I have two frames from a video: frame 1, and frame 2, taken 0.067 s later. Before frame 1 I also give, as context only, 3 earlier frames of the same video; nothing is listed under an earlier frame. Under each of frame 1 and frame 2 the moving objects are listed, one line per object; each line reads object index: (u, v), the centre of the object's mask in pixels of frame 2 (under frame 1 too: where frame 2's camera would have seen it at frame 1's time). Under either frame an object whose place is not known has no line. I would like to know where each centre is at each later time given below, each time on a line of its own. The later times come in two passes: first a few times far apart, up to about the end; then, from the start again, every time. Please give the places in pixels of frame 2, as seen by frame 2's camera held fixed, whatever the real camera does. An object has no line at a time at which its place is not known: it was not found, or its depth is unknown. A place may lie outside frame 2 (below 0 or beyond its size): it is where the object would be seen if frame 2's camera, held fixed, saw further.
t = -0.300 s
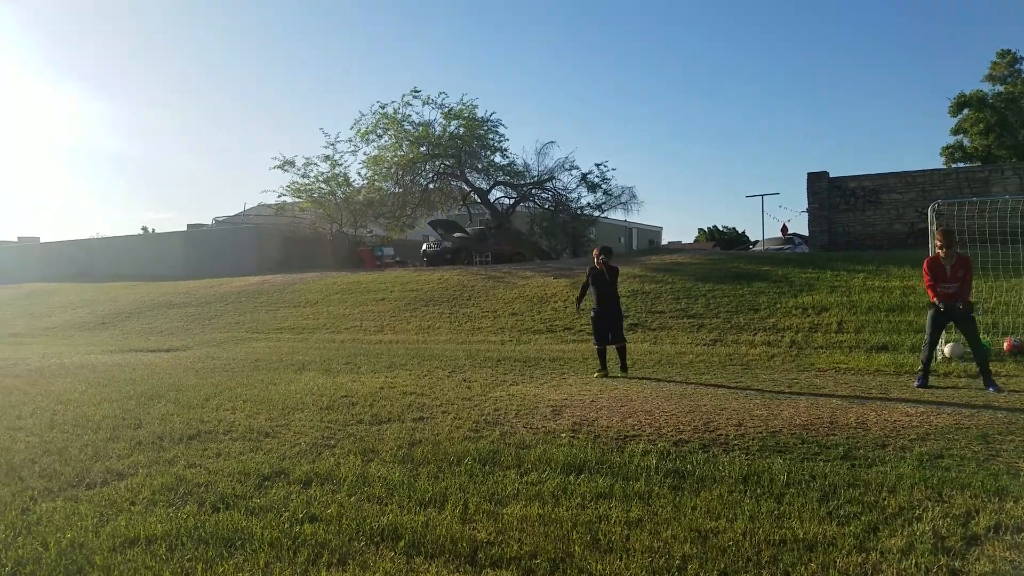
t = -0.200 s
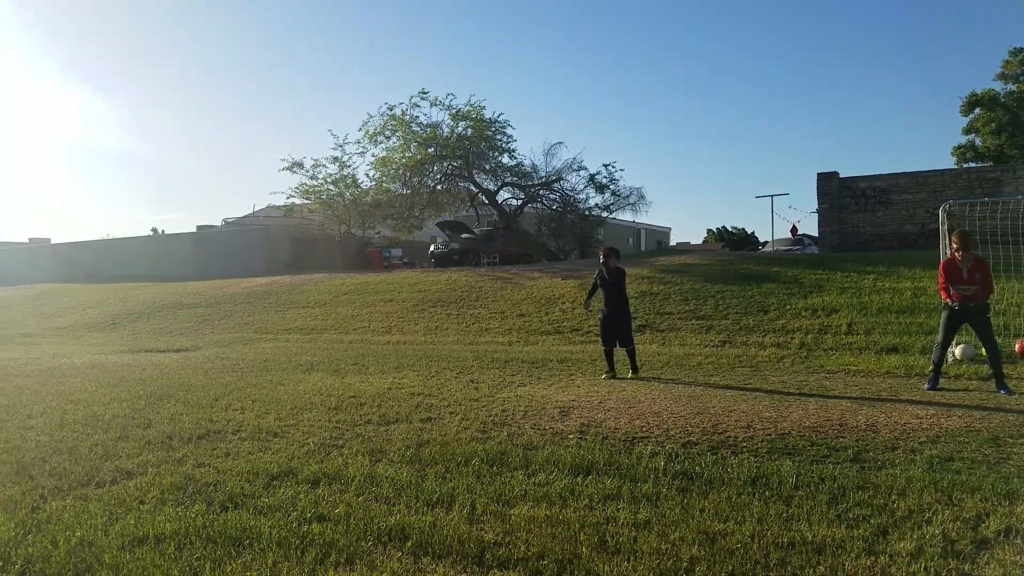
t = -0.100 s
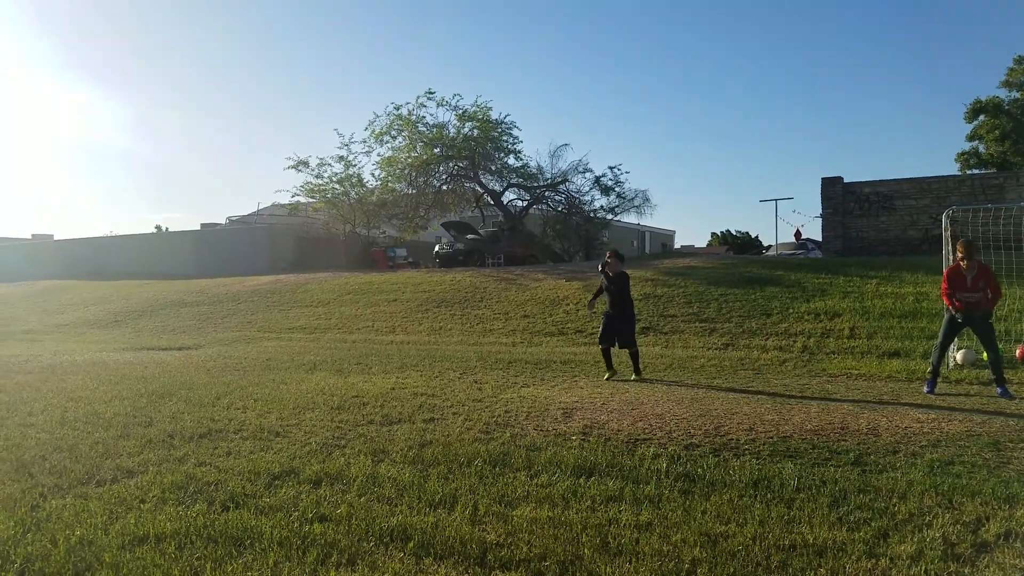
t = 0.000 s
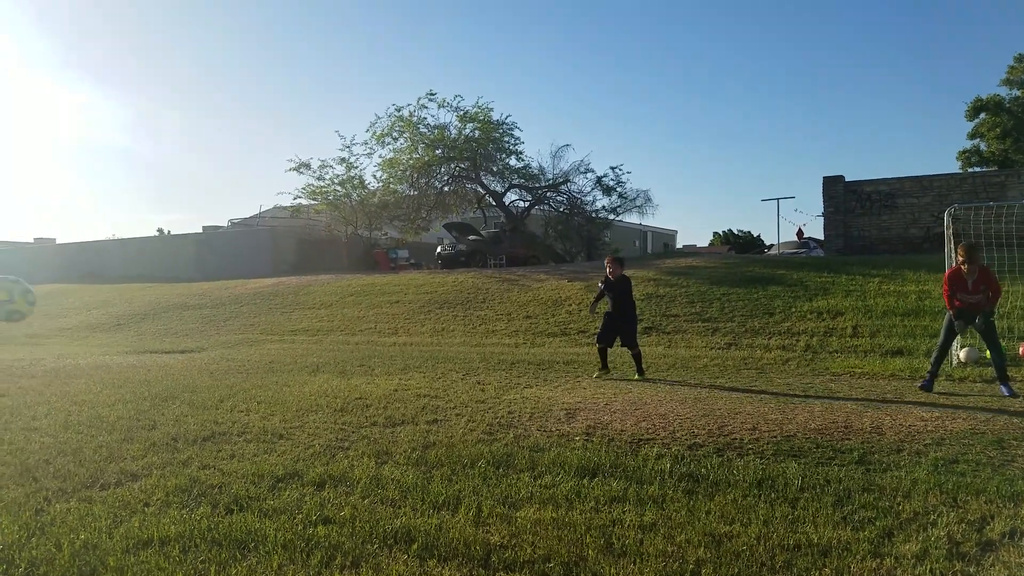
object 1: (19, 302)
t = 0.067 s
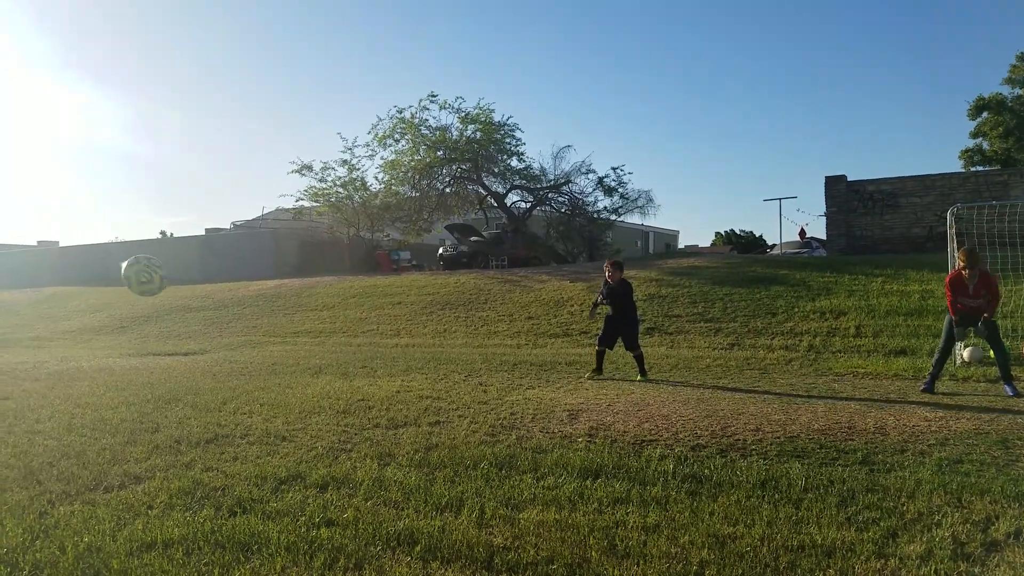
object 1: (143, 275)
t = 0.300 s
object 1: (430, 267)
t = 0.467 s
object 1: (538, 300)
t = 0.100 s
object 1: (200, 267)
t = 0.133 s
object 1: (251, 263)
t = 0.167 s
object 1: (295, 260)
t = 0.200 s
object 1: (334, 259)
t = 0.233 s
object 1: (369, 261)
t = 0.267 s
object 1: (401, 263)
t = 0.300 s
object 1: (430, 267)
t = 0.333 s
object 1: (455, 272)
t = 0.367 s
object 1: (478, 277)
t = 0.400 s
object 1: (500, 285)
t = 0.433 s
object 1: (519, 292)
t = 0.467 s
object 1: (538, 300)
